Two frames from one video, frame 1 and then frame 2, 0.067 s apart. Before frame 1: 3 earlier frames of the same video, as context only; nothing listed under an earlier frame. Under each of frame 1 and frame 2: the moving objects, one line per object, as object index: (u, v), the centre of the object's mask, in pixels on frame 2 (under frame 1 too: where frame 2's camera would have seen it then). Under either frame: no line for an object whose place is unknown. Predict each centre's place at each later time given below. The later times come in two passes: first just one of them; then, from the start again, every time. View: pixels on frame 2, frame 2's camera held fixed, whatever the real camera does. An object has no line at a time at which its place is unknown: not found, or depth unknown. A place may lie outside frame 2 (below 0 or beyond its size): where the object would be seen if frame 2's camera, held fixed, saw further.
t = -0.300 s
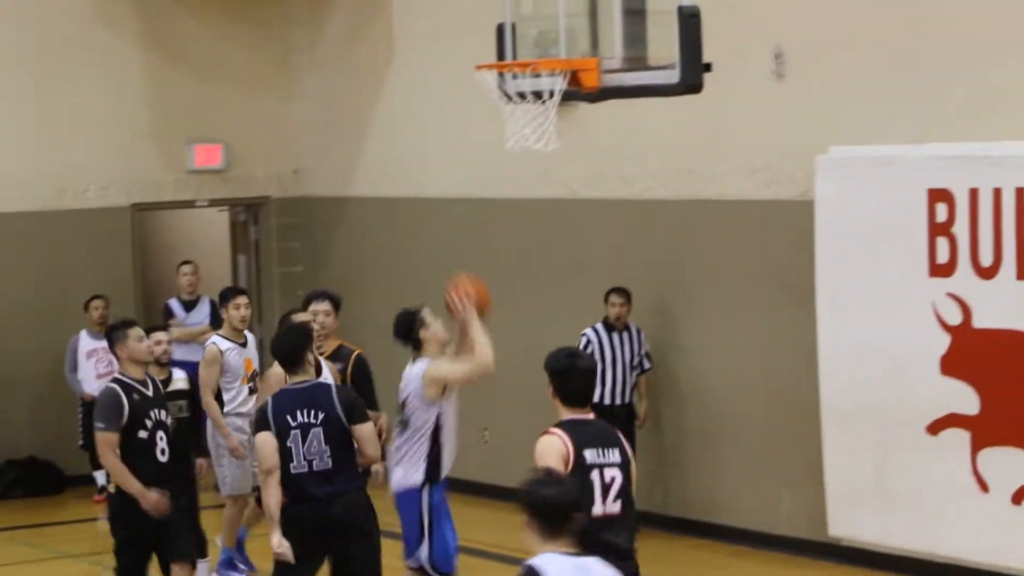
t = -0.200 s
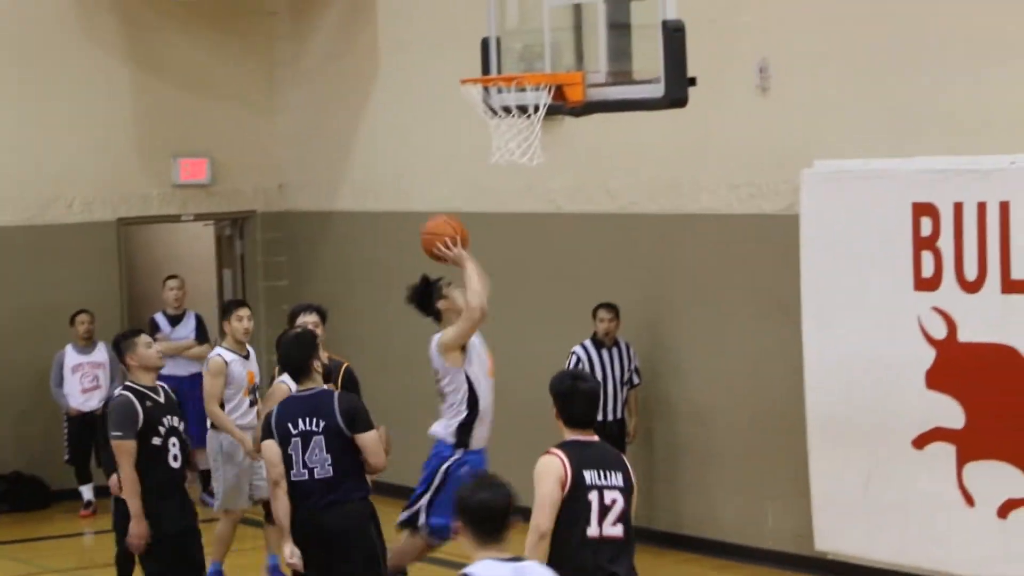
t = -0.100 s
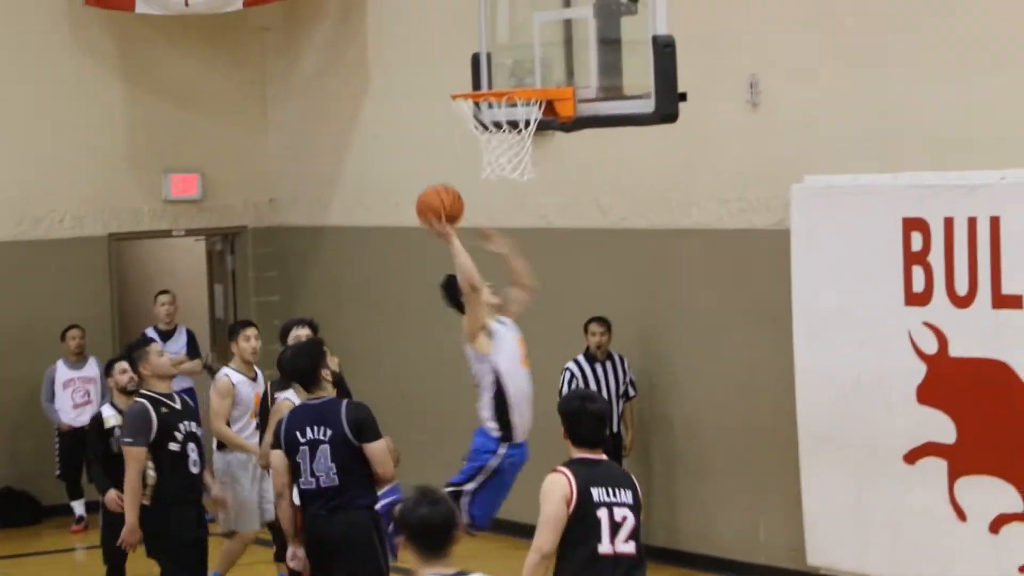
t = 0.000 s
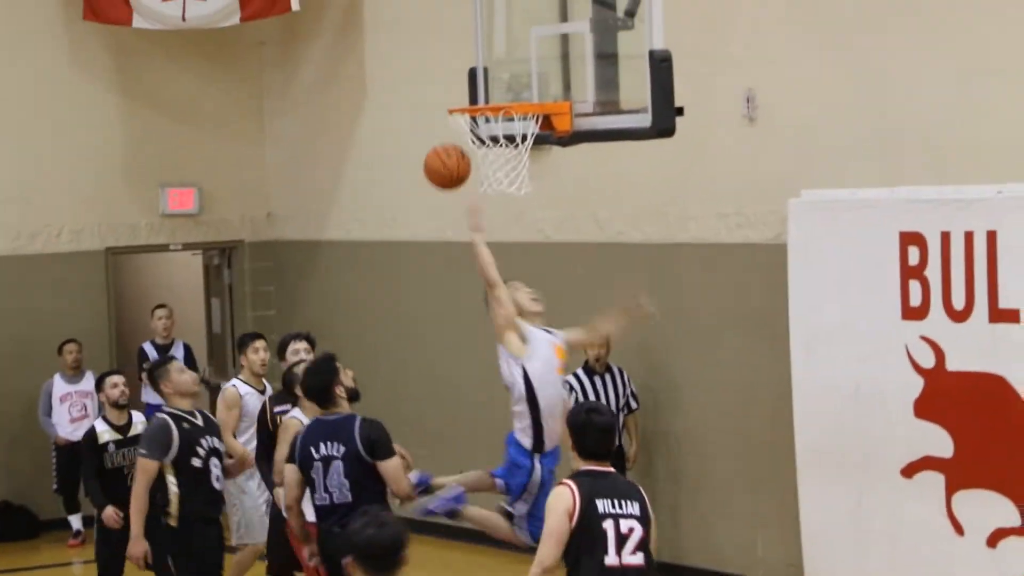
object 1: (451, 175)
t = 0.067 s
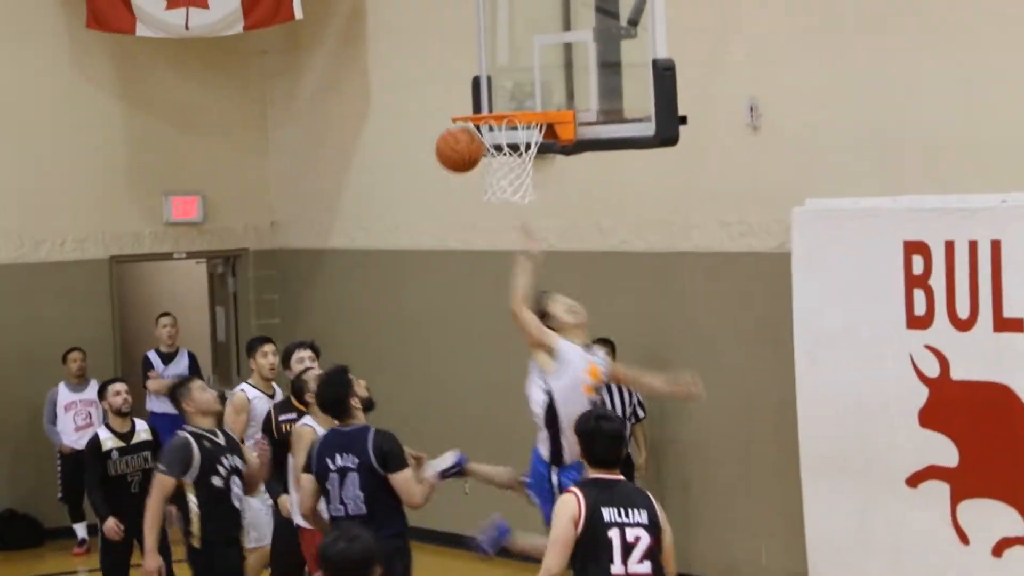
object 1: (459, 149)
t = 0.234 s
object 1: (467, 183)
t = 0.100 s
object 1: (462, 145)
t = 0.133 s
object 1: (463, 152)
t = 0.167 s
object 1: (464, 160)
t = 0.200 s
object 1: (466, 171)
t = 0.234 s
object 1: (467, 183)
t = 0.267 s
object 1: (469, 199)
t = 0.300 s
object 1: (471, 216)
